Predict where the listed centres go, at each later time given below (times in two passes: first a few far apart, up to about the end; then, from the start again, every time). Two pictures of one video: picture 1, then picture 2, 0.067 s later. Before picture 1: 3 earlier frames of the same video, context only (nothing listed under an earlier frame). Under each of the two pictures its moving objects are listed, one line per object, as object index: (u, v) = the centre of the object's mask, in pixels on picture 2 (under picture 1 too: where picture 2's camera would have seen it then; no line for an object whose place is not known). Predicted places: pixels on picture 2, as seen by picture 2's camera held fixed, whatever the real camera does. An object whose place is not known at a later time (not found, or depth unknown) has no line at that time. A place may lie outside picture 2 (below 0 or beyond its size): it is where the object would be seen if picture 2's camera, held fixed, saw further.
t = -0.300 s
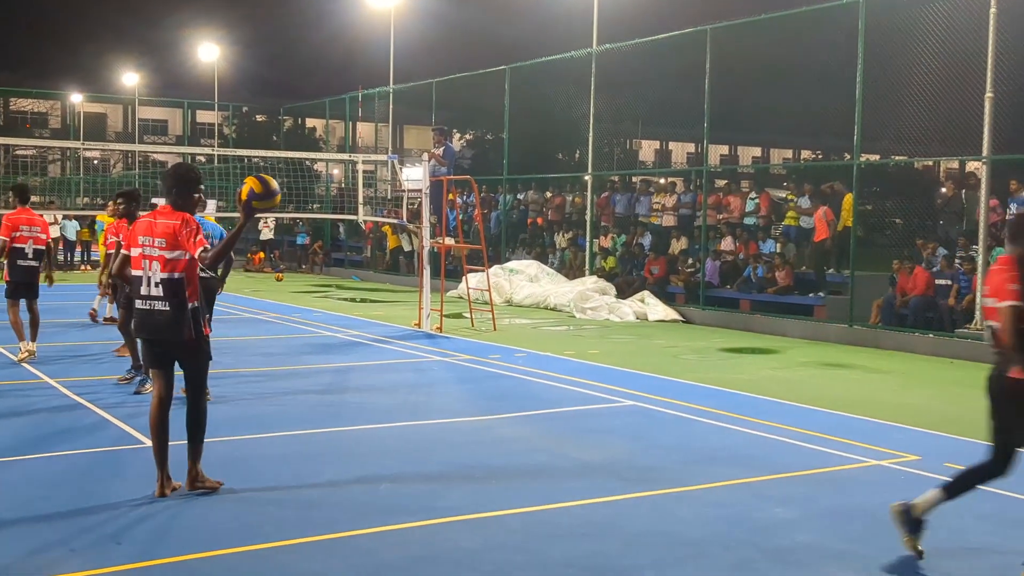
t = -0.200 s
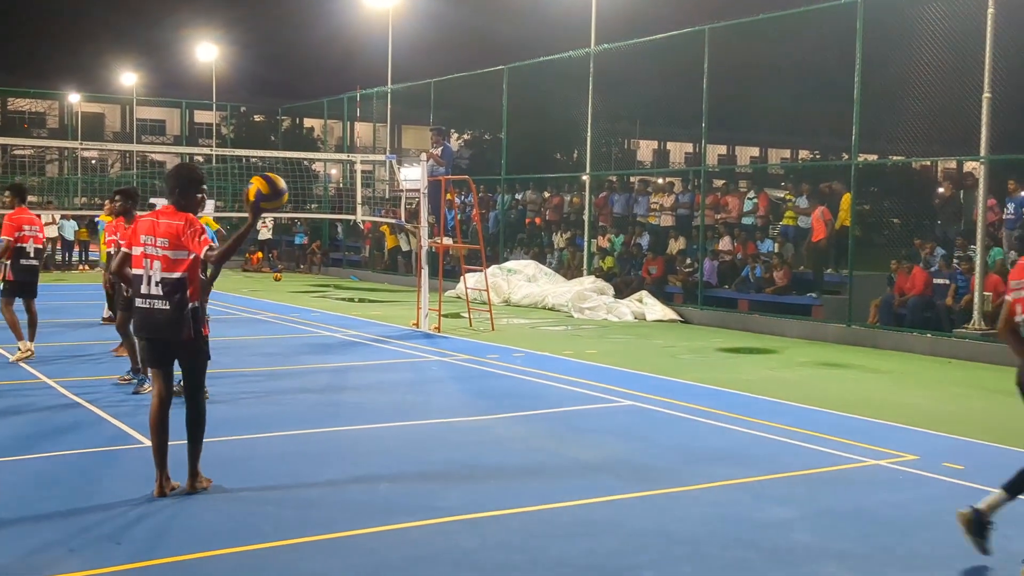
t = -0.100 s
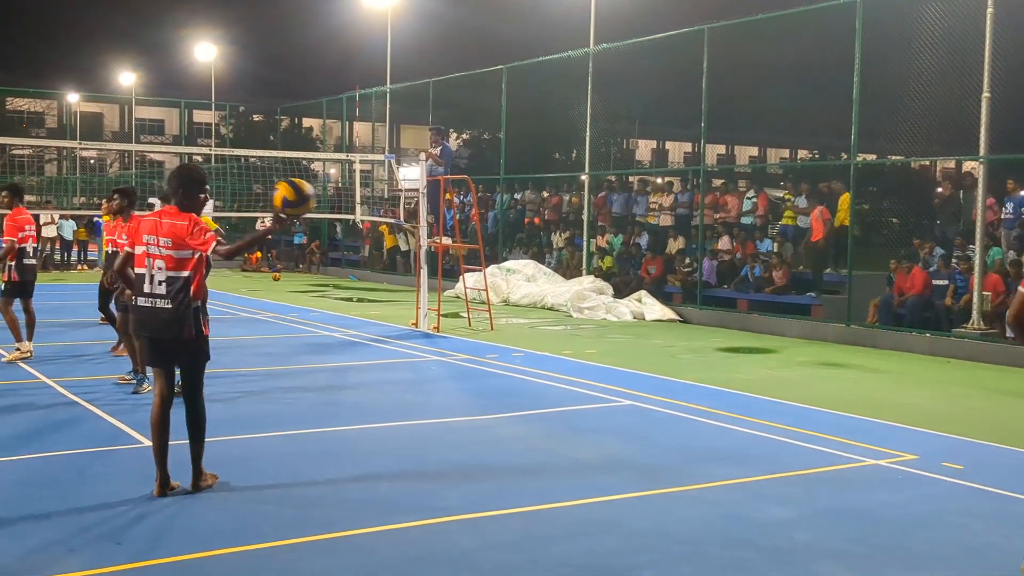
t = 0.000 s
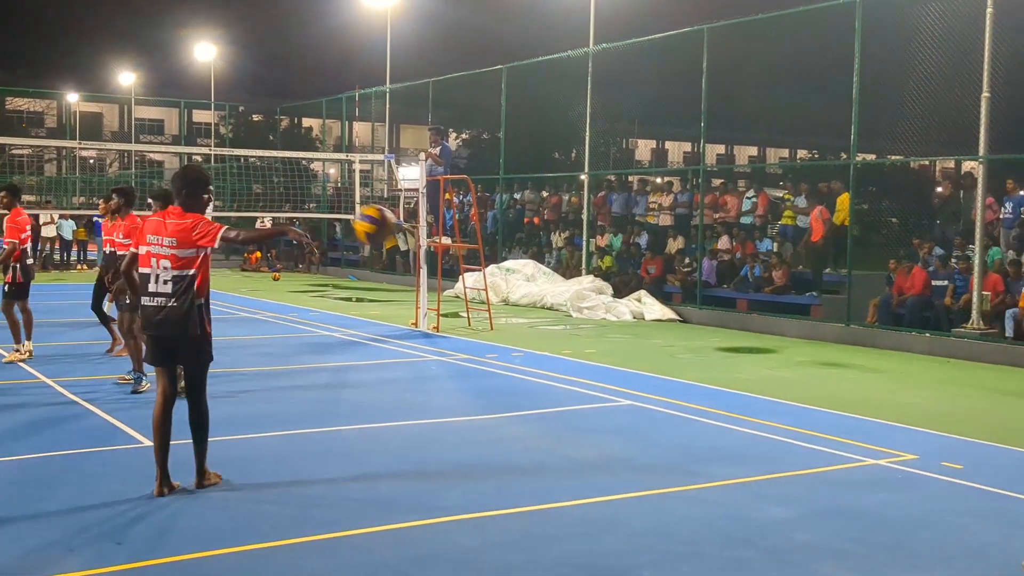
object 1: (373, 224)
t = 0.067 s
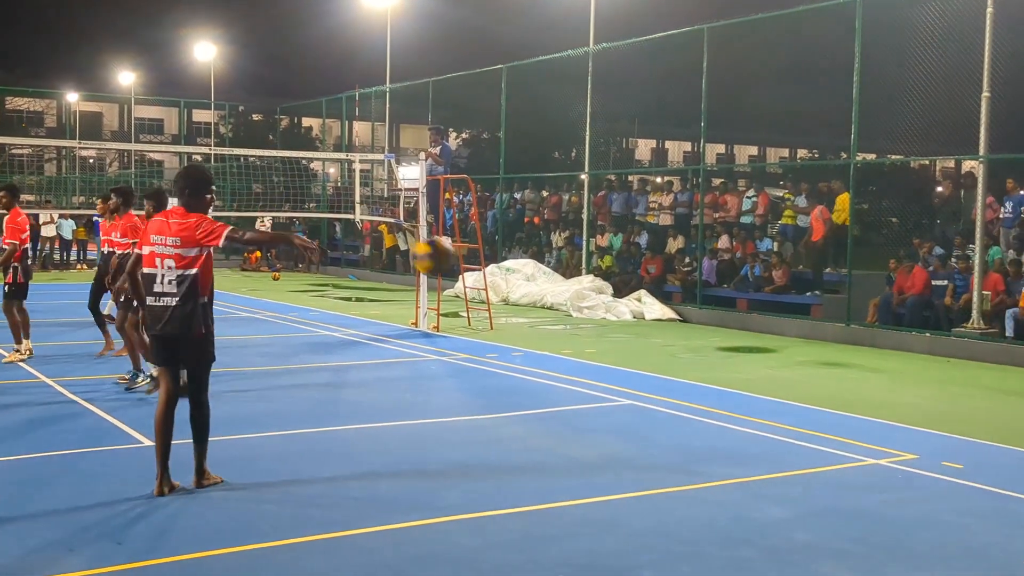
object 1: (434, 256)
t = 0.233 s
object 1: (574, 370)
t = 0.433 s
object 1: (731, 472)
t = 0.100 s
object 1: (454, 267)
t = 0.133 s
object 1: (484, 293)
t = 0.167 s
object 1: (516, 317)
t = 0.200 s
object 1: (545, 342)
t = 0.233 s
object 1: (574, 370)
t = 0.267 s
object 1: (606, 404)
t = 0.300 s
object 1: (634, 434)
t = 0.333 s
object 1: (663, 467)
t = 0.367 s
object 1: (695, 510)
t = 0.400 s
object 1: (713, 498)
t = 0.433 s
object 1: (731, 472)
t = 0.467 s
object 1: (748, 451)
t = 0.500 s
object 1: (767, 428)
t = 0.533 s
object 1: (785, 410)
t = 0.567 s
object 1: (803, 394)
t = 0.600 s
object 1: (820, 381)
